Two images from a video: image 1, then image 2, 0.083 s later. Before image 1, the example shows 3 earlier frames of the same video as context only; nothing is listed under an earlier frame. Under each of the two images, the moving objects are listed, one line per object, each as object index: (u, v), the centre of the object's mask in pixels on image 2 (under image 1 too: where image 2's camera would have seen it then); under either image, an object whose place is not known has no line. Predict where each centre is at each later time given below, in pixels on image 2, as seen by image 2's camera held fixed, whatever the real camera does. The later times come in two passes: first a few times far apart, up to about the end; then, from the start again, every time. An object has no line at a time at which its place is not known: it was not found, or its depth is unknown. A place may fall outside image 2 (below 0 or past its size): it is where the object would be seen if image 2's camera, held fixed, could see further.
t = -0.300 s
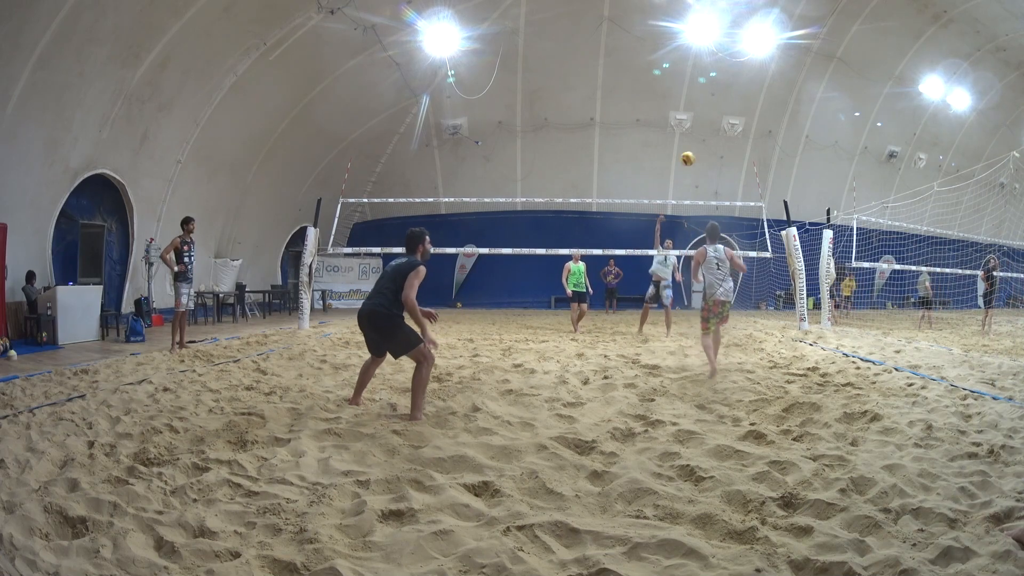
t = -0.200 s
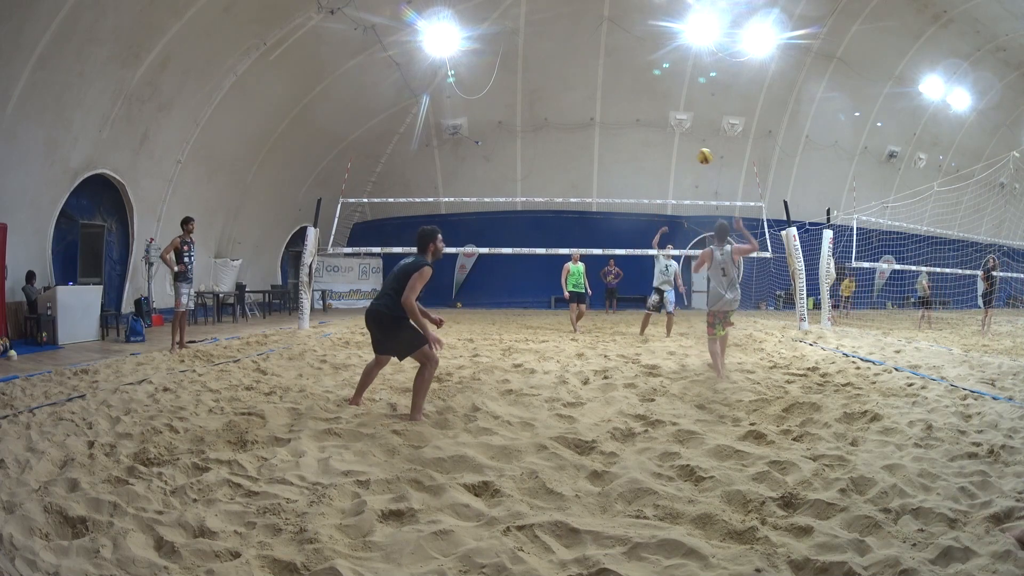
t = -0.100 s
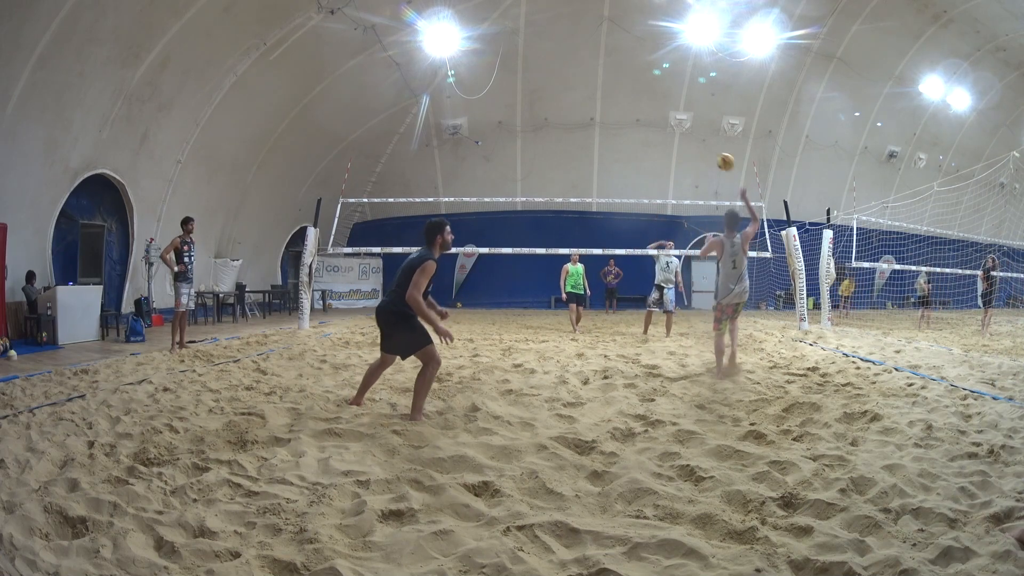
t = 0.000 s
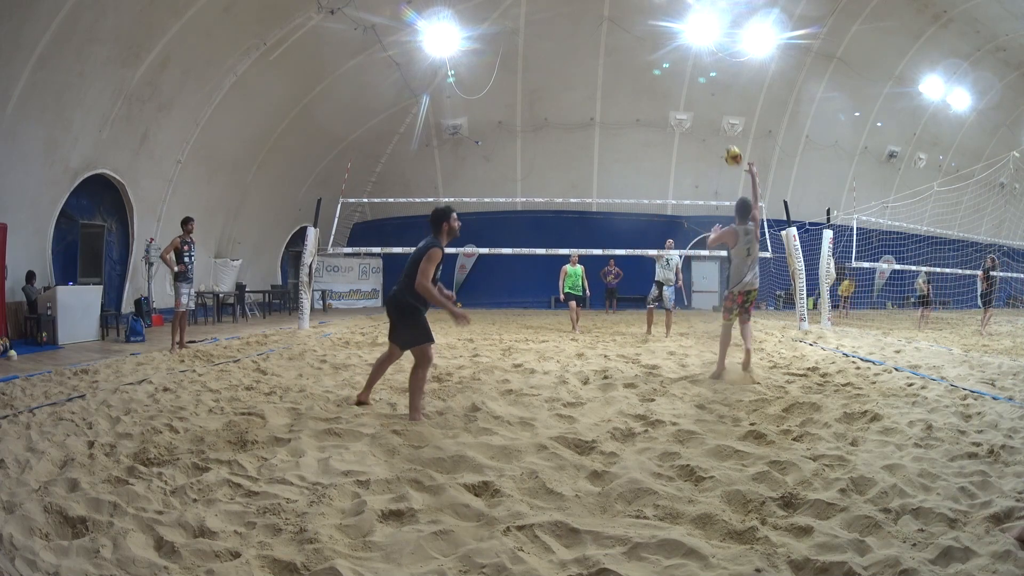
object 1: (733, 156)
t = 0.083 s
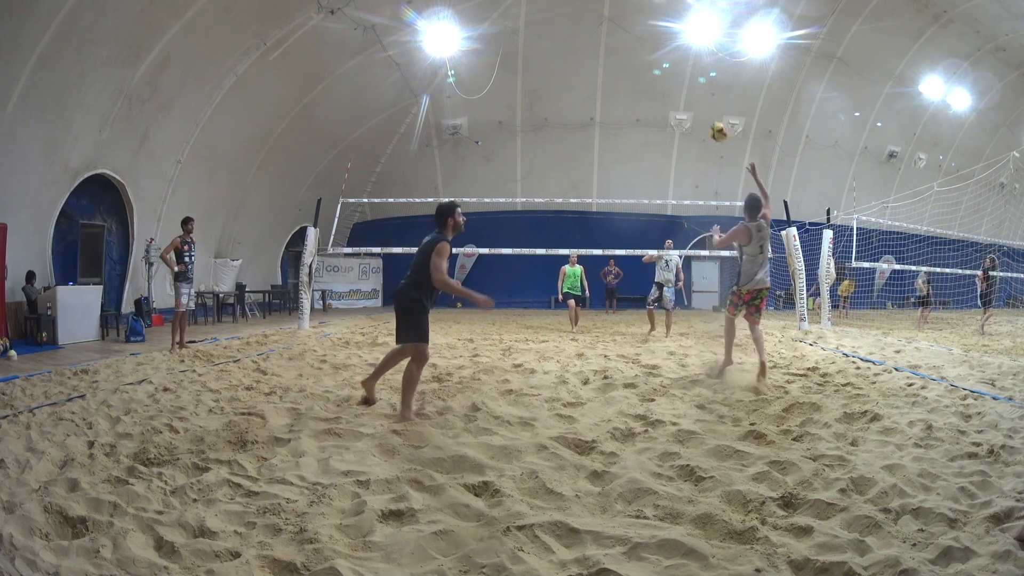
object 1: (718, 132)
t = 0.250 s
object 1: (690, 102)
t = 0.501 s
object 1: (650, 99)
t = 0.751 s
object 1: (614, 145)
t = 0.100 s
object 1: (716, 128)
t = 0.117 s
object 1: (713, 124)
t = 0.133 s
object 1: (710, 121)
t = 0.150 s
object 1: (707, 118)
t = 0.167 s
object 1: (704, 114)
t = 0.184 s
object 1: (701, 112)
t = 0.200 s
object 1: (698, 109)
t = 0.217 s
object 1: (695, 107)
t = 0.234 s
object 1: (692, 104)
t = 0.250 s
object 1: (690, 102)
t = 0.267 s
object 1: (687, 101)
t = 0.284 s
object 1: (684, 99)
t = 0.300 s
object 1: (681, 98)
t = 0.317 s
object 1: (678, 96)
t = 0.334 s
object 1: (676, 96)
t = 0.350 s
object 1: (674, 96)
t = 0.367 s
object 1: (671, 95)
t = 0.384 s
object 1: (668, 94)
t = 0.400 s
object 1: (666, 95)
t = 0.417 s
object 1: (663, 95)
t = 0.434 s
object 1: (660, 95)
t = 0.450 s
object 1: (658, 96)
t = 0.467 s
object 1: (655, 97)
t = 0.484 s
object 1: (653, 98)
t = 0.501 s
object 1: (650, 99)
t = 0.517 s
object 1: (648, 100)
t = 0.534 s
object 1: (645, 102)
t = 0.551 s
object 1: (643, 104)
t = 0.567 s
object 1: (641, 106)
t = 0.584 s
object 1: (638, 109)
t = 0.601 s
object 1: (636, 111)
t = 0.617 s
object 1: (633, 114)
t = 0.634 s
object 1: (631, 117)
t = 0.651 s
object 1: (629, 120)
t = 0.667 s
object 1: (626, 124)
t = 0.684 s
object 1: (624, 127)
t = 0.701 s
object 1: (621, 132)
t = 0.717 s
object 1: (619, 136)
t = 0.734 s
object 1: (616, 140)
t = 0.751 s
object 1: (614, 145)
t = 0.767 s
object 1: (612, 150)
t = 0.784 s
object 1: (609, 155)
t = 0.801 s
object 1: (607, 160)
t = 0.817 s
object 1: (605, 166)
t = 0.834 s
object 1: (602, 172)
